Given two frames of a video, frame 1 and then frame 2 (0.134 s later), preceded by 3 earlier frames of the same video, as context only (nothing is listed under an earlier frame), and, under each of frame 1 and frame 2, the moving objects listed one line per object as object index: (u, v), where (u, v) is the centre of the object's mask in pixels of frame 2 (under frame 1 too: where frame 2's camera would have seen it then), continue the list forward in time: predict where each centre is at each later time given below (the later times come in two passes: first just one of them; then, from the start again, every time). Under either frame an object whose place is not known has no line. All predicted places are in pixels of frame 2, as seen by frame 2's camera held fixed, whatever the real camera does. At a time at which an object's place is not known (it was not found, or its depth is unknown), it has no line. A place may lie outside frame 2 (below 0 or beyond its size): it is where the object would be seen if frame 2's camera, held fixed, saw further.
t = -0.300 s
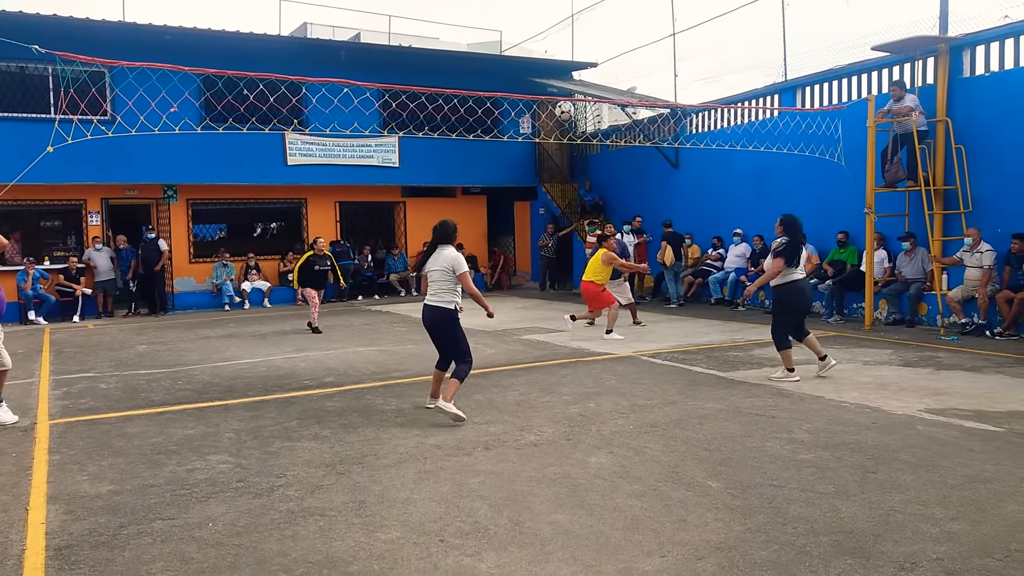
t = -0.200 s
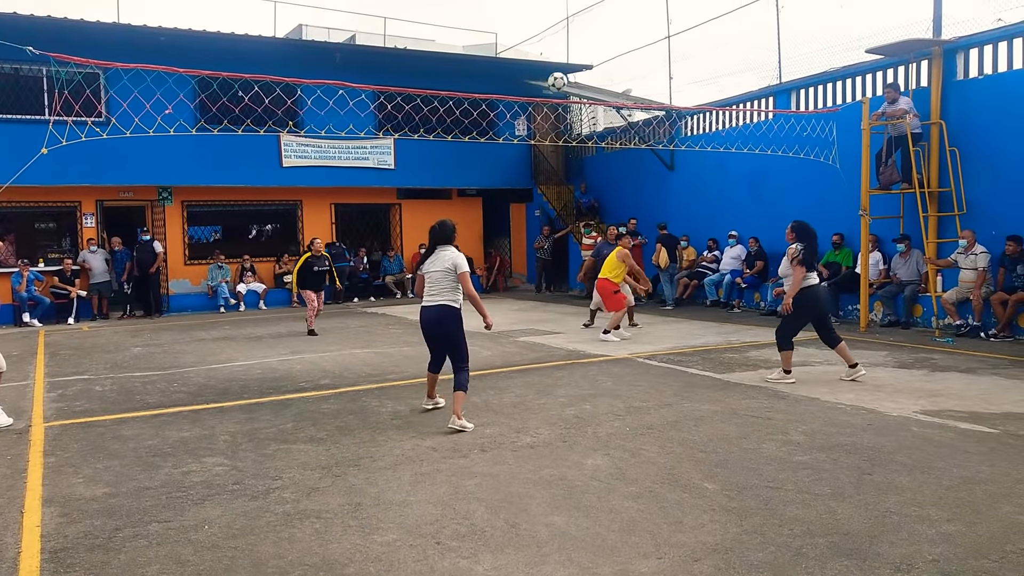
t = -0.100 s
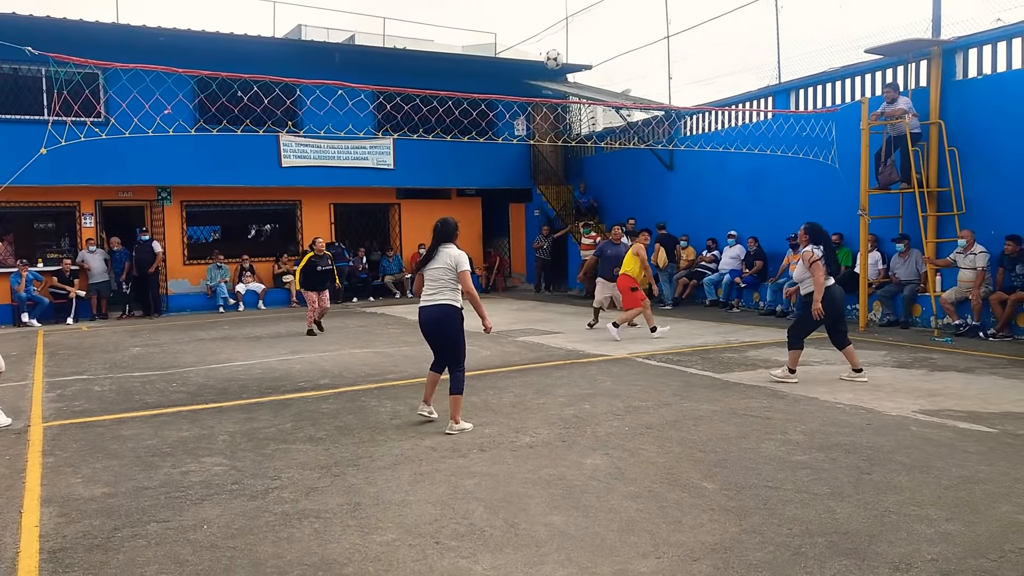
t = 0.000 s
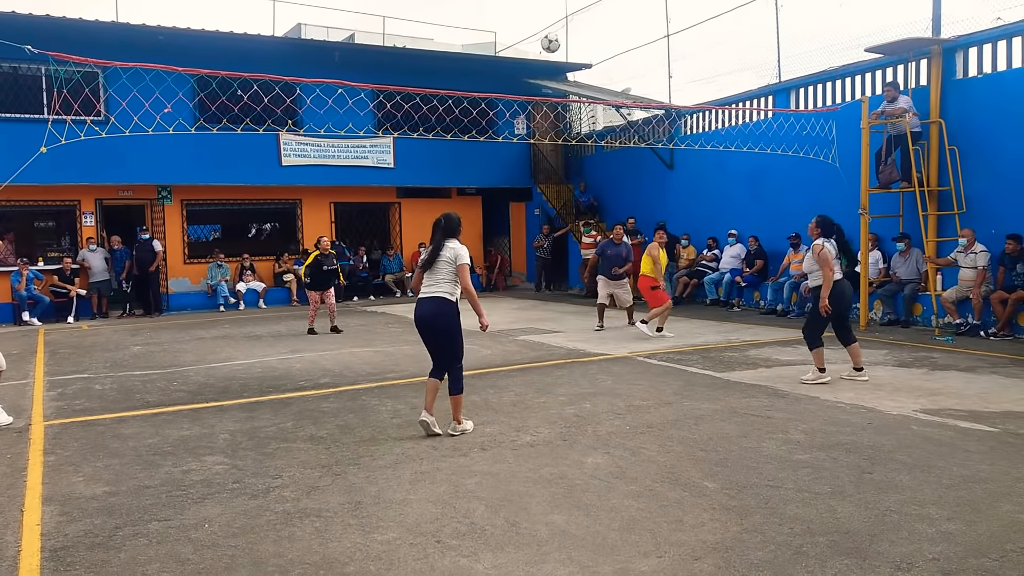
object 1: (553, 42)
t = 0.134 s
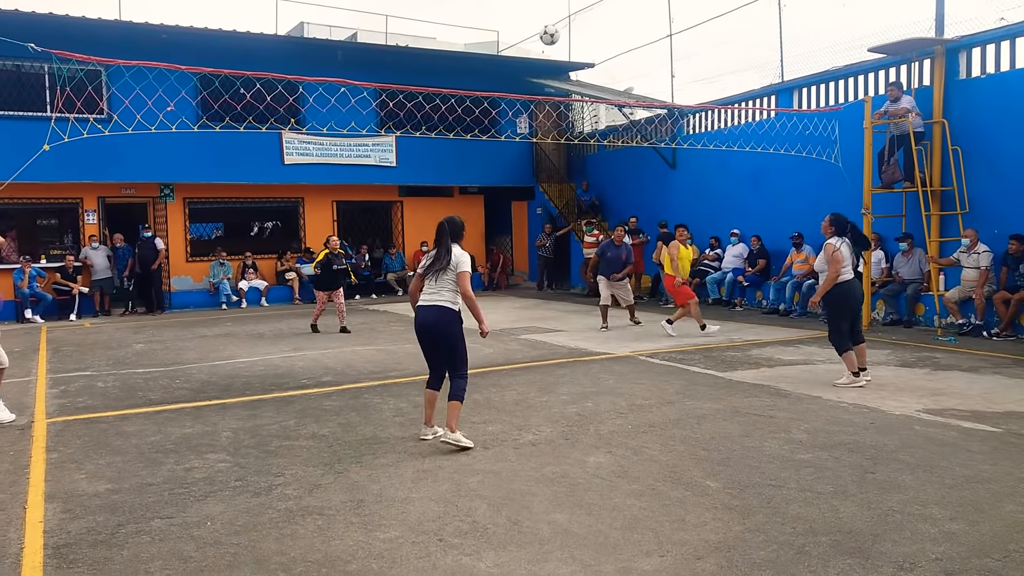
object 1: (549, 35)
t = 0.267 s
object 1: (545, 44)
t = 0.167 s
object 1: (548, 35)
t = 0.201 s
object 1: (547, 38)
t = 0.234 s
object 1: (546, 40)
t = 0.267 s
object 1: (545, 44)
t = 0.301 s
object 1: (544, 49)
